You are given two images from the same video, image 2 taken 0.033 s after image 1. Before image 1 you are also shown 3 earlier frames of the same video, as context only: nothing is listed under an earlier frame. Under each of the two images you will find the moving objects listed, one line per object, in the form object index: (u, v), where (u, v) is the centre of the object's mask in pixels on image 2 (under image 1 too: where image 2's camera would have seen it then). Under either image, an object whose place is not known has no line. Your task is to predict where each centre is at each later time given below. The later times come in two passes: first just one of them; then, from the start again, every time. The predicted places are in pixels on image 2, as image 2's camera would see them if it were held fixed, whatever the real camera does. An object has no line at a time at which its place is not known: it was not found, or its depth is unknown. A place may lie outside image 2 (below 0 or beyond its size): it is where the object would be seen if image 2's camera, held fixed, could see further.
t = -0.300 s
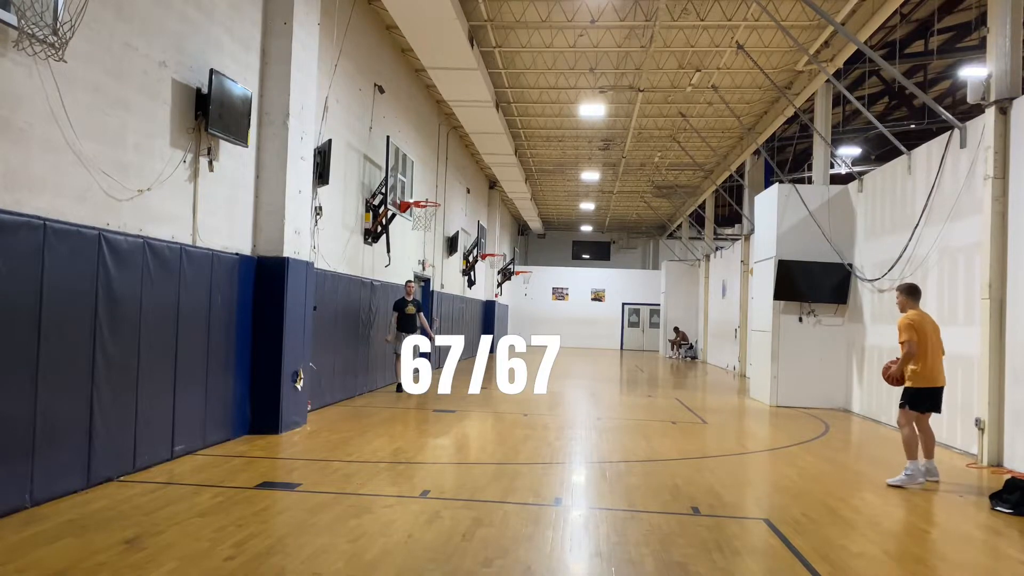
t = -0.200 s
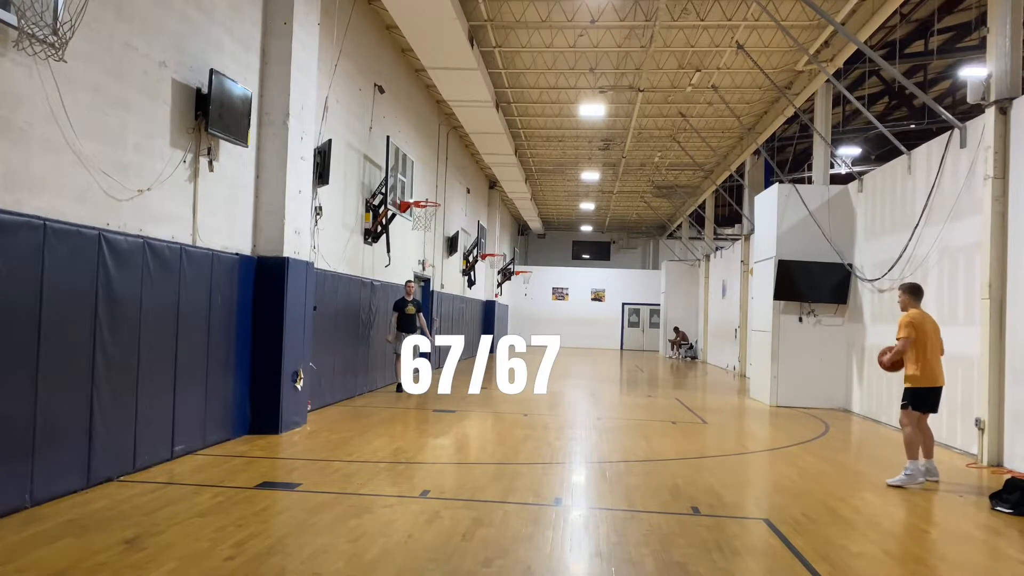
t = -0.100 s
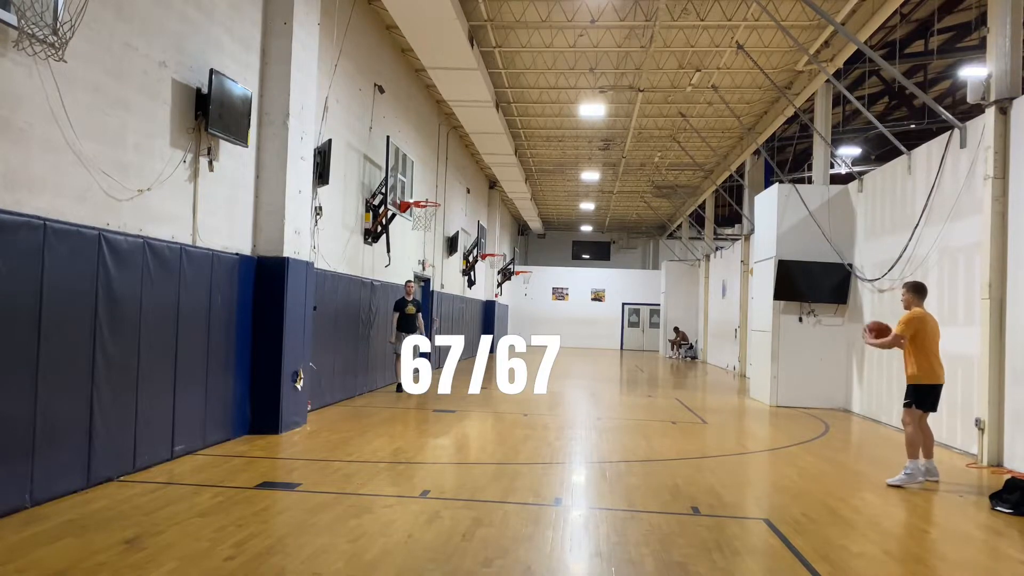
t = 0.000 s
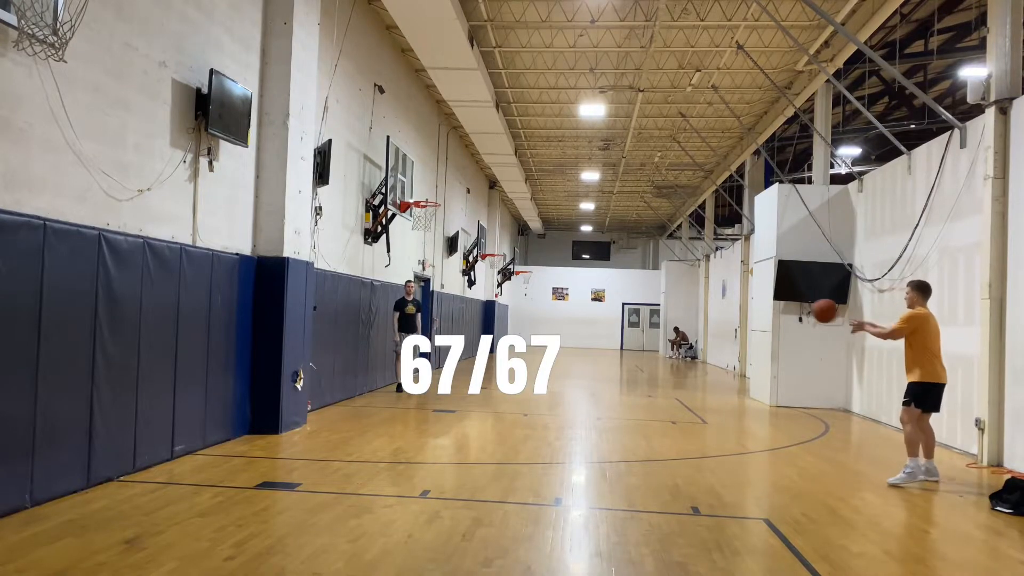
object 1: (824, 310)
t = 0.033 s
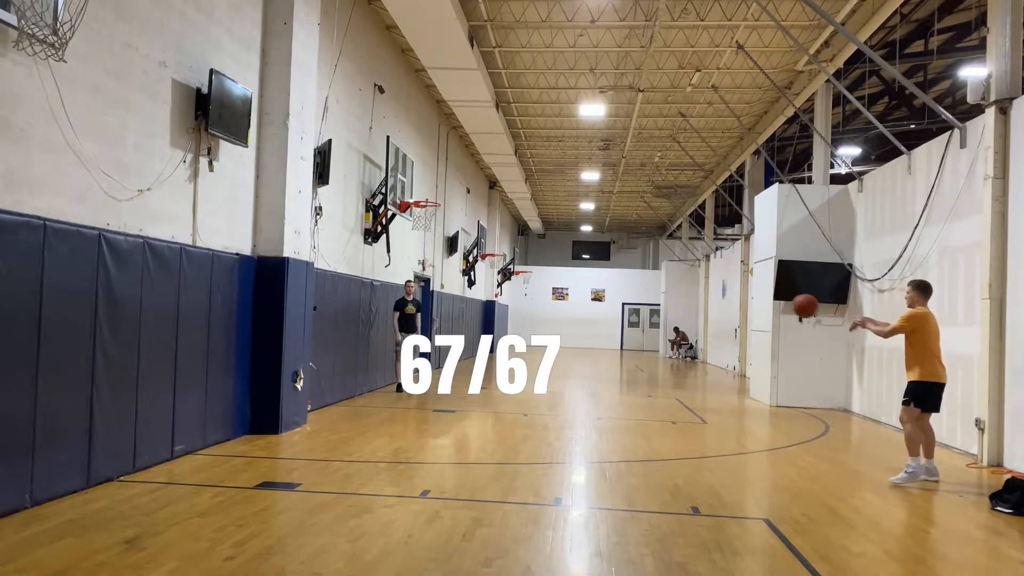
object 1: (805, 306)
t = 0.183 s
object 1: (724, 299)
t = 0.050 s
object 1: (795, 304)
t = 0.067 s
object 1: (786, 302)
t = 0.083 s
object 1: (777, 301)
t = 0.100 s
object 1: (768, 300)
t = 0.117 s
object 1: (758, 299)
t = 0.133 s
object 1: (750, 299)
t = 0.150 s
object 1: (741, 299)
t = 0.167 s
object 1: (732, 298)
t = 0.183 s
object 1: (724, 299)
